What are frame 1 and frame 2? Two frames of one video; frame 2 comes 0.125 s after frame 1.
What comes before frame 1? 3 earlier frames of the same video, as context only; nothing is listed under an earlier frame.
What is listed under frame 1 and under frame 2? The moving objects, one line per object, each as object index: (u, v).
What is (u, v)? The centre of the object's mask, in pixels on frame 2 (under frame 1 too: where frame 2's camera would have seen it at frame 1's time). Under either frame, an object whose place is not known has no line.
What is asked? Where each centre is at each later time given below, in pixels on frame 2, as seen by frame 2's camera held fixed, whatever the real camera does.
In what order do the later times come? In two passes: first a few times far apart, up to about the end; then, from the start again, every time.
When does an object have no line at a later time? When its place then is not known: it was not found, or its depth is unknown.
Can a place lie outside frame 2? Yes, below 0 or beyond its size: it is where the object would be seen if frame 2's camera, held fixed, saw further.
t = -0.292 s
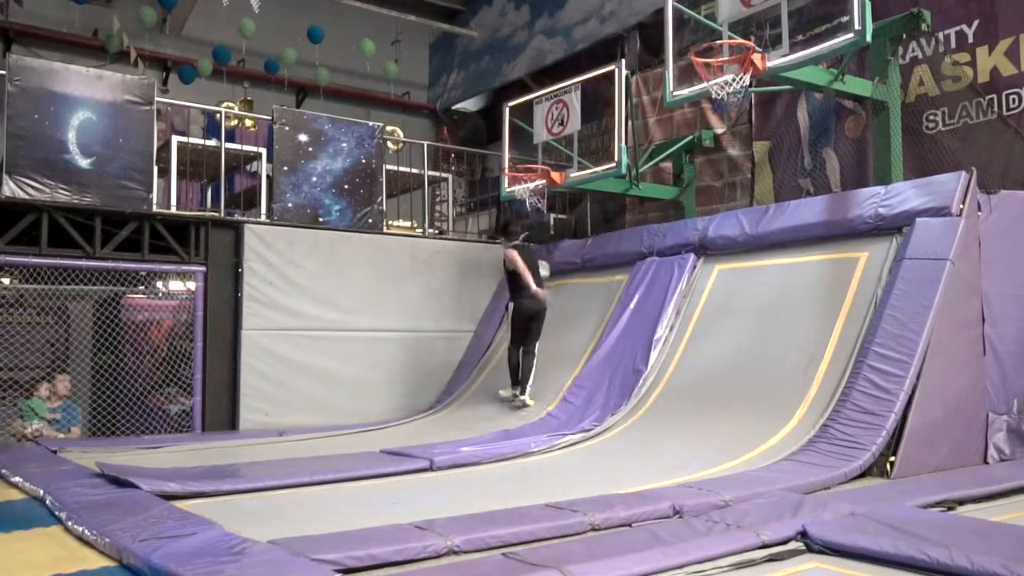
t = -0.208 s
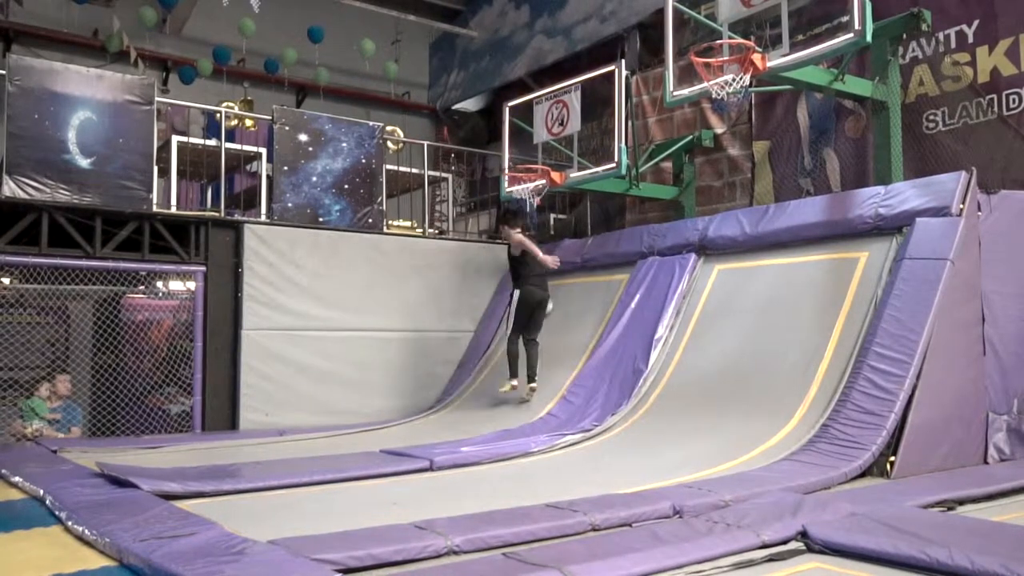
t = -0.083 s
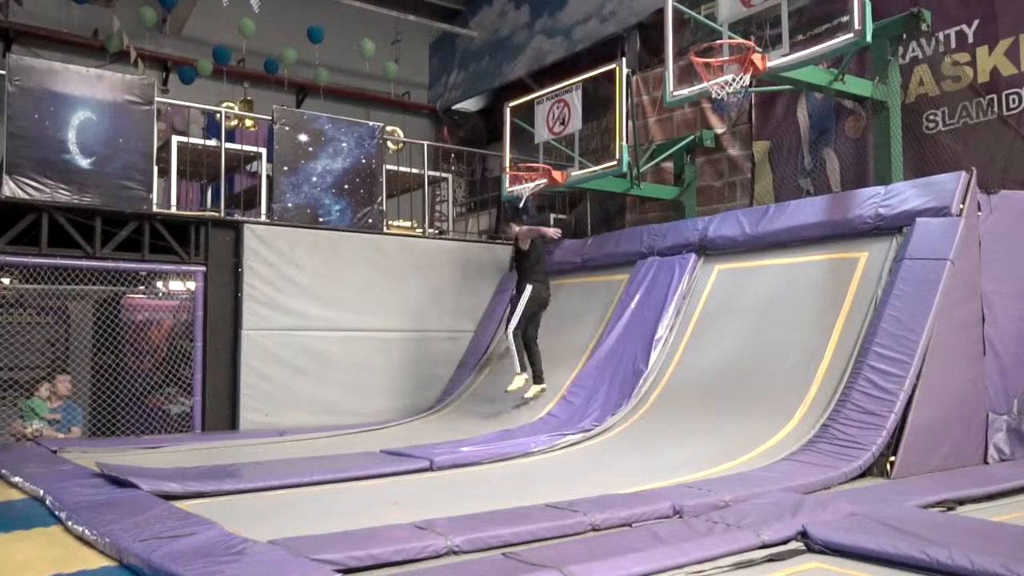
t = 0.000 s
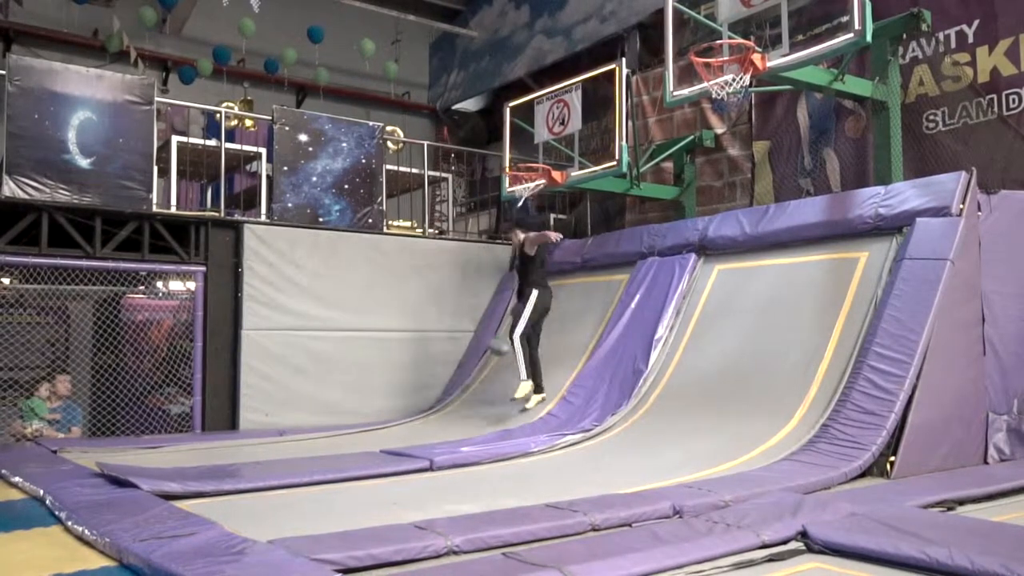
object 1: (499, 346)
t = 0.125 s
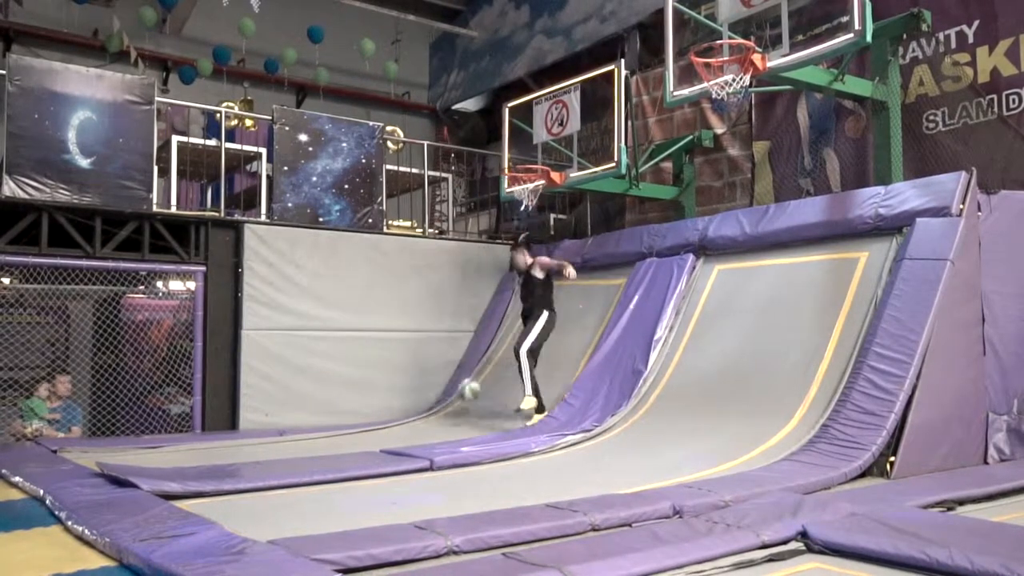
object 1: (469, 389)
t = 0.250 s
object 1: (434, 411)
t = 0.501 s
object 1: (344, 408)
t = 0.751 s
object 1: (240, 439)
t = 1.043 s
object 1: (95, 451)
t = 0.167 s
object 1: (458, 409)
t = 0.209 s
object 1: (446, 418)
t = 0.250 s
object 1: (434, 411)
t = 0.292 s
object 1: (420, 406)
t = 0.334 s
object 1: (405, 402)
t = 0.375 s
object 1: (391, 401)
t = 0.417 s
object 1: (376, 402)
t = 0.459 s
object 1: (360, 404)
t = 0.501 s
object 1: (344, 408)
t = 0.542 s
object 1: (327, 415)
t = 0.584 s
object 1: (309, 425)
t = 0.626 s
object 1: (293, 438)
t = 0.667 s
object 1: (275, 446)
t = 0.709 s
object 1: (258, 443)
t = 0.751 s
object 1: (240, 439)
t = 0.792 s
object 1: (221, 436)
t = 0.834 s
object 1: (202, 437)
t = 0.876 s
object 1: (182, 441)
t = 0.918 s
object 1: (162, 447)
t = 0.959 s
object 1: (141, 452)
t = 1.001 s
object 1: (118, 454)
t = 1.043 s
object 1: (95, 451)
